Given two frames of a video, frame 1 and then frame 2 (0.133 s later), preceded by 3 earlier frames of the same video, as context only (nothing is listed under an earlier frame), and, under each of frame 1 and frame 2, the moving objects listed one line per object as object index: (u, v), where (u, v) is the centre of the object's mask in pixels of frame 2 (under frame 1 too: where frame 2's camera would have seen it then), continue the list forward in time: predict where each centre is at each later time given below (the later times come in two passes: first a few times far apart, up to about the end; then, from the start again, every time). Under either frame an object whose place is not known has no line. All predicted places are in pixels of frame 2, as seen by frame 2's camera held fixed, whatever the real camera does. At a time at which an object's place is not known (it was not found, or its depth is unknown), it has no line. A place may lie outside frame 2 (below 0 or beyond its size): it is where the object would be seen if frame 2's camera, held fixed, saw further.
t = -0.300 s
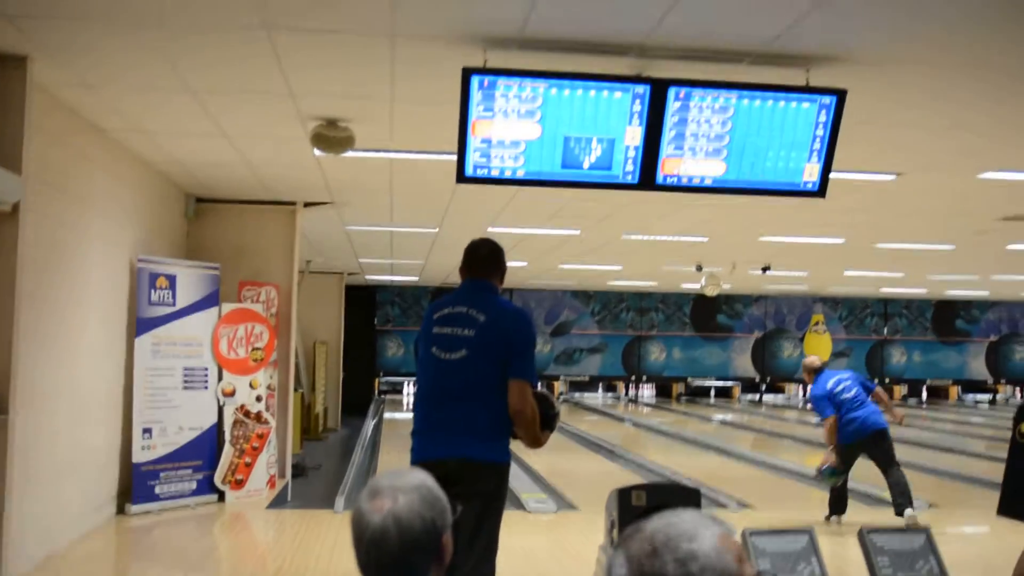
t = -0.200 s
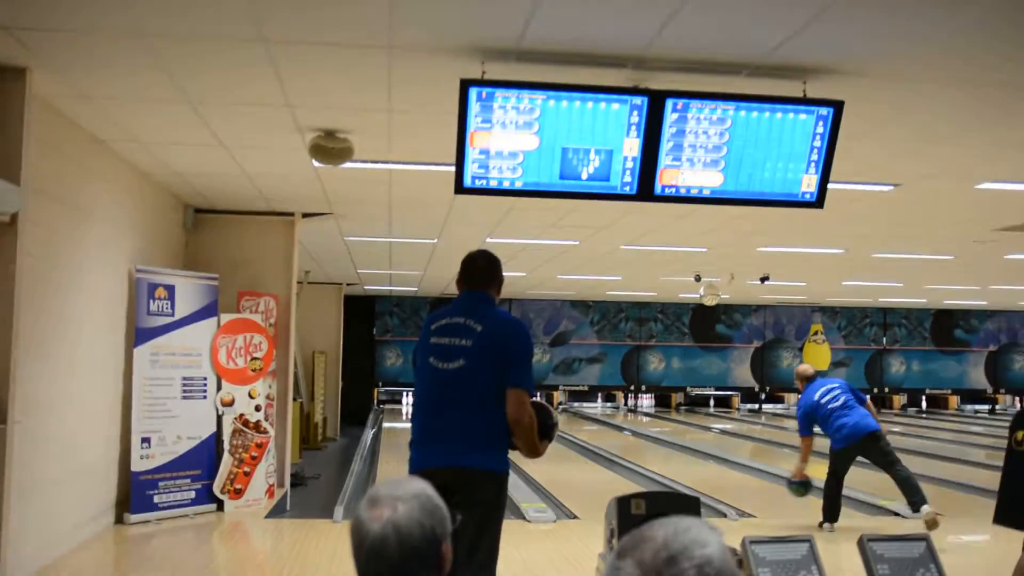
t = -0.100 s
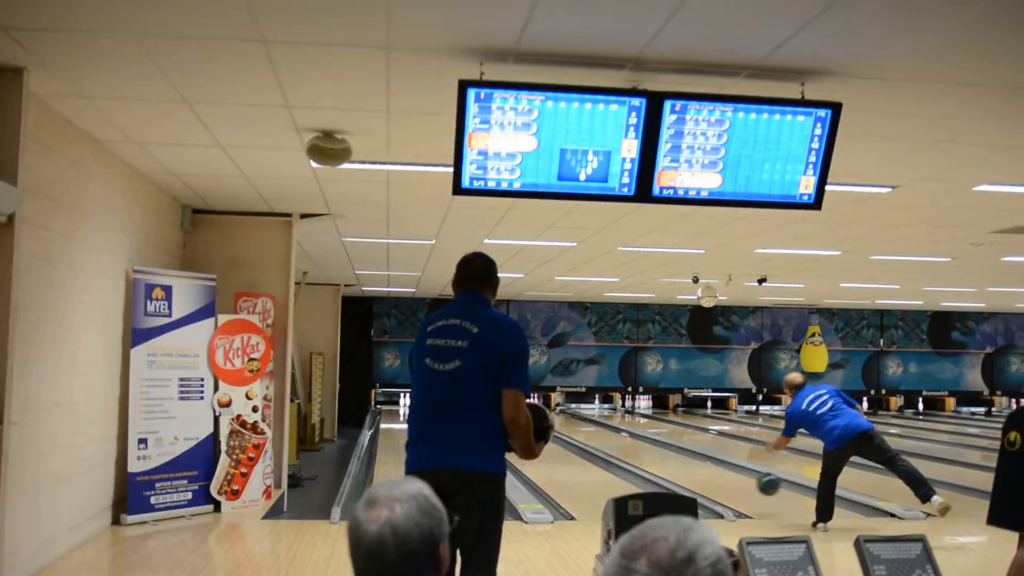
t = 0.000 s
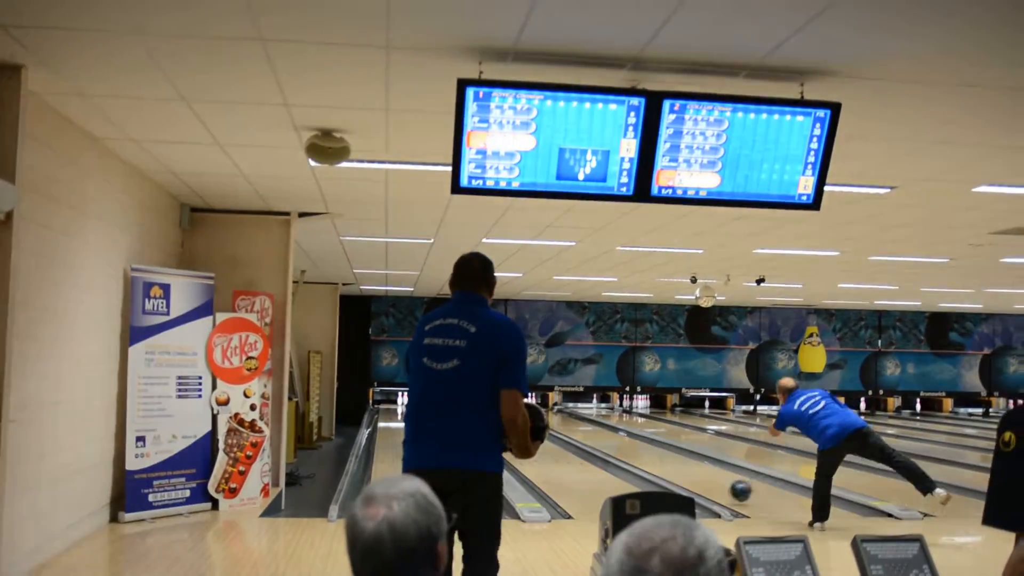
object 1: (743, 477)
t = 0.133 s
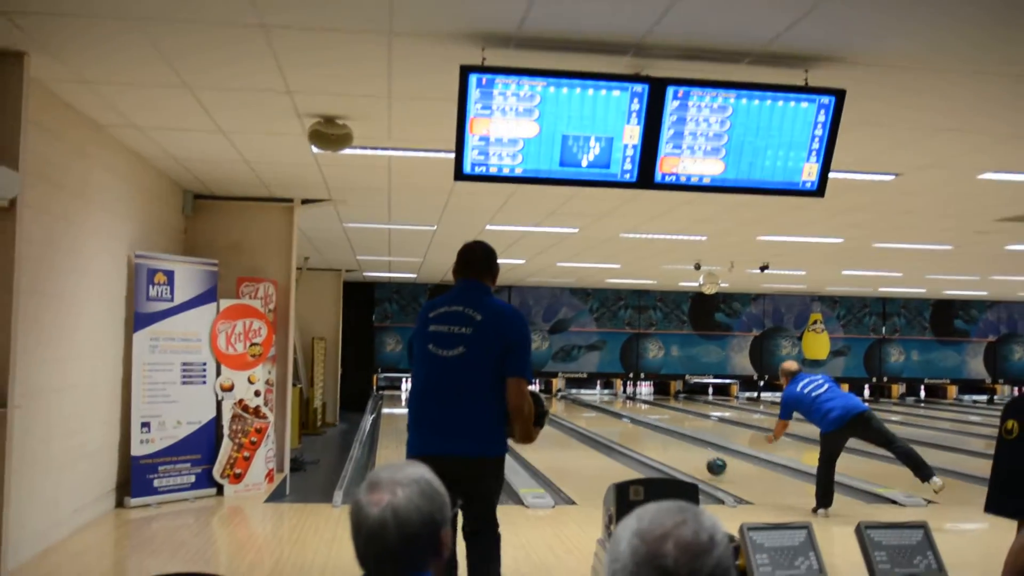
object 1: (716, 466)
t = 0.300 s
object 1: (687, 459)
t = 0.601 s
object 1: (647, 443)
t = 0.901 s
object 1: (618, 430)
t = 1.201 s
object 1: (595, 421)
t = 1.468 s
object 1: (579, 415)
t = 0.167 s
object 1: (710, 464)
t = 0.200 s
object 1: (704, 465)
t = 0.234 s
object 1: (698, 463)
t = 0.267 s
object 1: (692, 461)
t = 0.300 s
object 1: (687, 459)
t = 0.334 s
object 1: (682, 457)
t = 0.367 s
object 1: (677, 455)
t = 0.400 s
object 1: (673, 453)
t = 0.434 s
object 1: (669, 451)
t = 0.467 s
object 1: (664, 449)
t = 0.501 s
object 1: (660, 447)
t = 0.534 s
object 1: (655, 446)
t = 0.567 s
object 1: (651, 444)
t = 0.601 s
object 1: (647, 443)
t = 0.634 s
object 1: (644, 441)
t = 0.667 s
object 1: (641, 439)
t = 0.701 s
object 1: (638, 437)
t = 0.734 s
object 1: (634, 435)
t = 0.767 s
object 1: (630, 435)
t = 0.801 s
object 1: (627, 434)
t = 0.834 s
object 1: (624, 432)
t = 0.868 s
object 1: (621, 431)
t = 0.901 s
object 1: (618, 430)
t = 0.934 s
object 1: (615, 429)
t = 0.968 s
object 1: (612, 428)
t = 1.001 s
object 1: (610, 427)
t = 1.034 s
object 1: (606, 426)
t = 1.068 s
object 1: (604, 425)
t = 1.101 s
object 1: (602, 424)
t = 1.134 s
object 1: (599, 423)
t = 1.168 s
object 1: (597, 422)
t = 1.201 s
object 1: (595, 421)
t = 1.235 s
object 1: (593, 420)
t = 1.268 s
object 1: (591, 420)
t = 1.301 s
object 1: (589, 418)
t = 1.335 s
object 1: (586, 418)
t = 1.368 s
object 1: (585, 417)
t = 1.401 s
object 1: (583, 416)
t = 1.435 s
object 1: (581, 416)
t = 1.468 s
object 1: (579, 415)
